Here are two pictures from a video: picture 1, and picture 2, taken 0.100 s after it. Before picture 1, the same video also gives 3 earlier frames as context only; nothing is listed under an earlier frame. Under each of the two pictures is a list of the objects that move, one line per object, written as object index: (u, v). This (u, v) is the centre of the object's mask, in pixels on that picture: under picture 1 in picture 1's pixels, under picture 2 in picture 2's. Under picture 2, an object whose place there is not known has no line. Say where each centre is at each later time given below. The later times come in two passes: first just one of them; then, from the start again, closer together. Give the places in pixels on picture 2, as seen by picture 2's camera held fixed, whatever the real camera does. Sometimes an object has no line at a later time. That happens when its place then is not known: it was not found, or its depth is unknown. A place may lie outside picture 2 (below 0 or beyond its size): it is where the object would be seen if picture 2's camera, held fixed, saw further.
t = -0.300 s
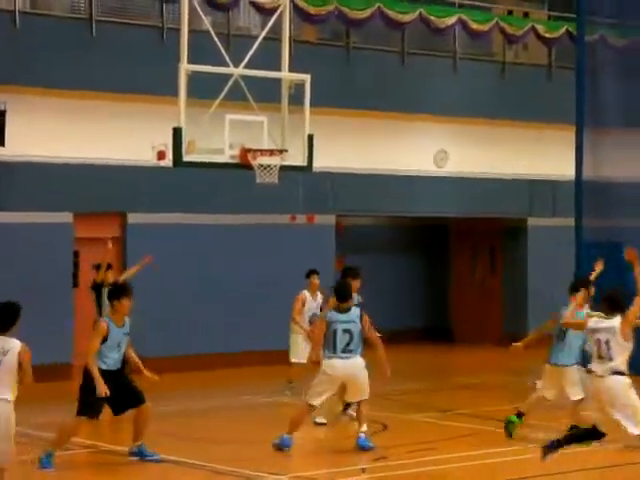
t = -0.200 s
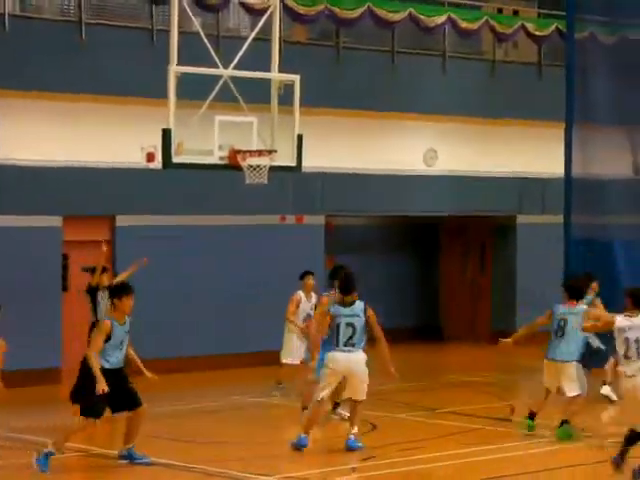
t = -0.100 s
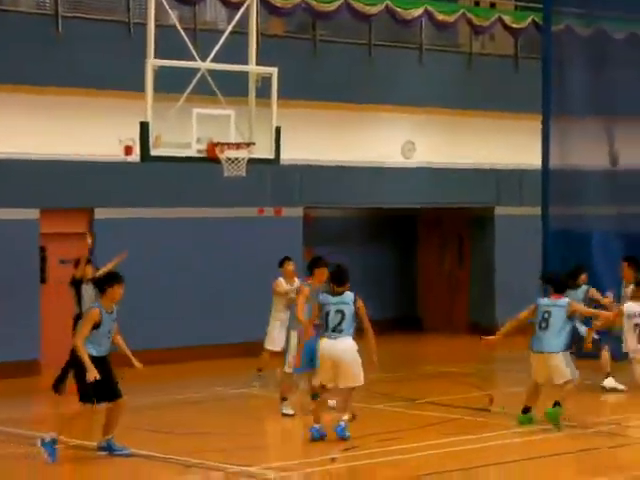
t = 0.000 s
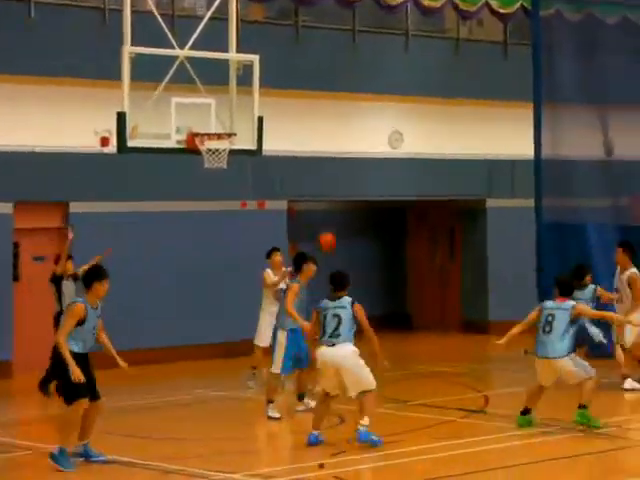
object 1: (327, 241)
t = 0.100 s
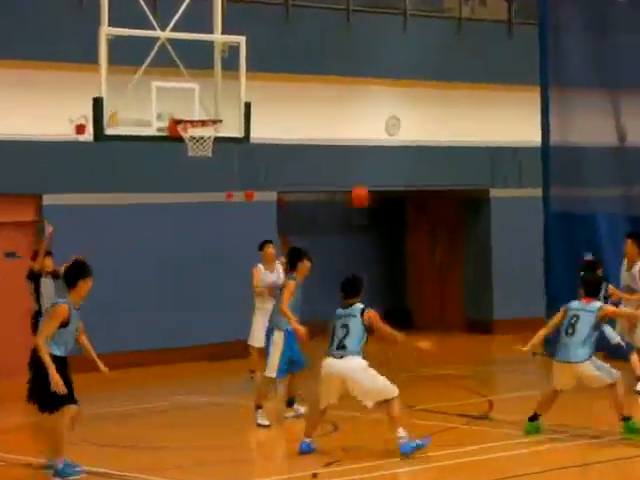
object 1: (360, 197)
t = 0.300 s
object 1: (447, 135)
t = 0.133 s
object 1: (373, 183)
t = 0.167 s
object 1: (387, 172)
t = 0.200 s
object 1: (402, 163)
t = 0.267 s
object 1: (432, 141)
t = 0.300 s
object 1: (447, 135)
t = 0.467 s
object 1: (536, 100)
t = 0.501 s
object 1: (555, 96)
